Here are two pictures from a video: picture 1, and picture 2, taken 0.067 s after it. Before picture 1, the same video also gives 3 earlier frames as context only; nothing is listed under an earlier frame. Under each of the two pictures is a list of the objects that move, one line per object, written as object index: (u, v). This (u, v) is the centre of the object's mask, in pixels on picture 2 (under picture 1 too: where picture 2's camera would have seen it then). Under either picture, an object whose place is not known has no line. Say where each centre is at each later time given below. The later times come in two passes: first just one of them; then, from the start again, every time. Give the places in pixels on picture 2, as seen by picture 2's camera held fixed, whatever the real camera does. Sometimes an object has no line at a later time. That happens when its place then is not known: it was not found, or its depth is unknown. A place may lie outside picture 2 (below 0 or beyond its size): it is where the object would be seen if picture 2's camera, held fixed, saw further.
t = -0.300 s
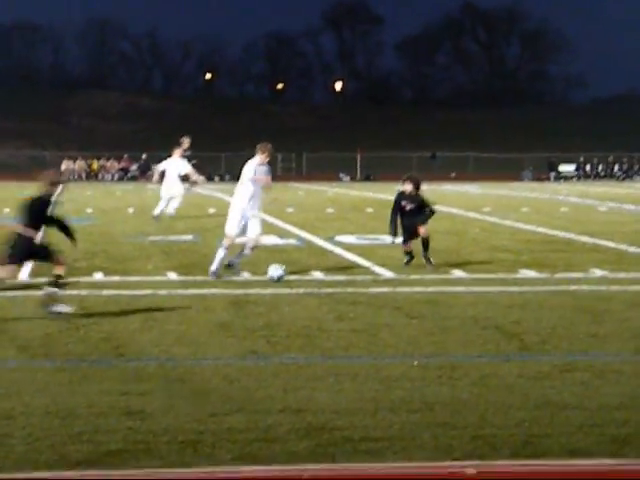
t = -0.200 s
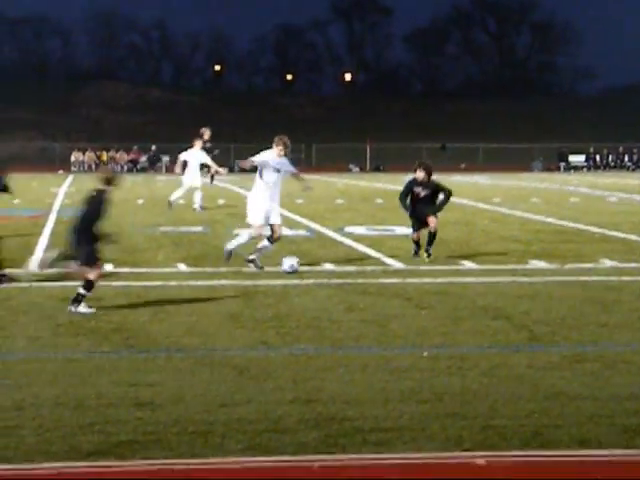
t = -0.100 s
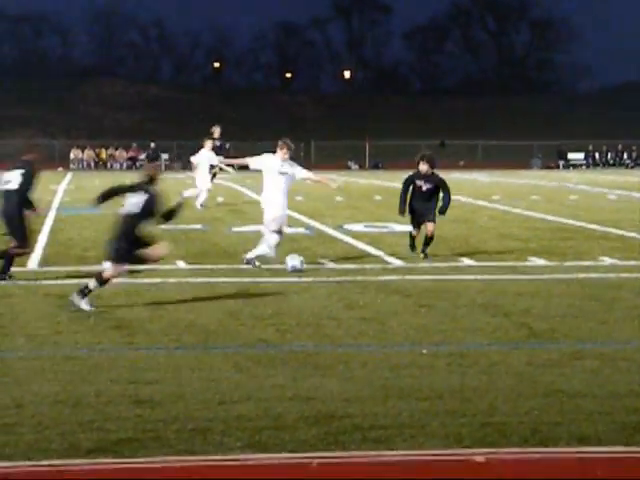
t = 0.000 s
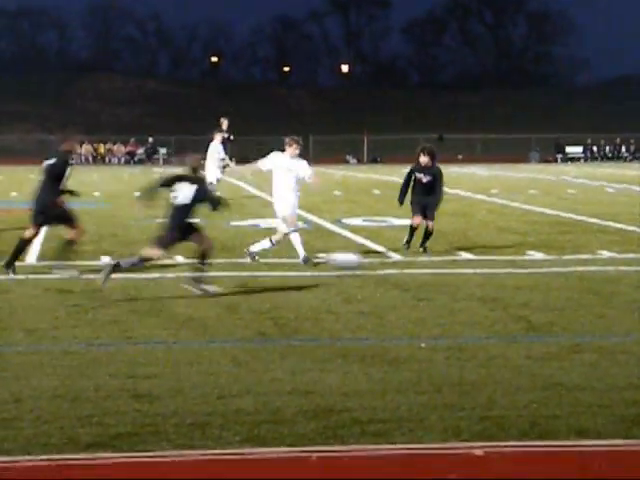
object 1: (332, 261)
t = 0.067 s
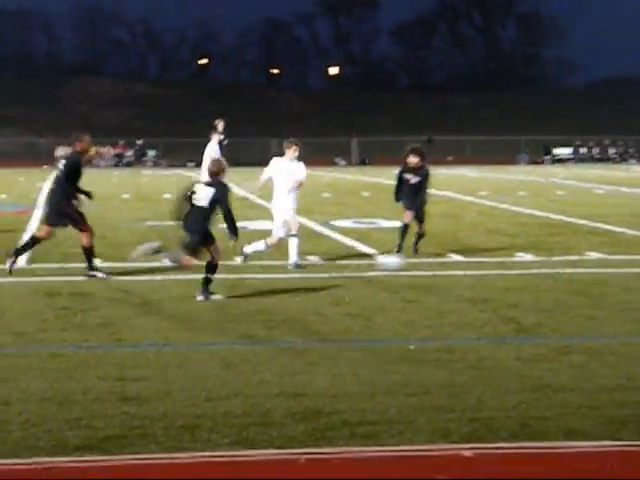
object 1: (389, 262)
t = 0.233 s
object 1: (527, 265)
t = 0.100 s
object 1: (417, 262)
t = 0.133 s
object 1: (444, 262)
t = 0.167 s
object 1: (471, 264)
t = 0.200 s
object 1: (498, 266)
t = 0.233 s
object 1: (527, 265)
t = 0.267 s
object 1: (553, 267)
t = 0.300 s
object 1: (580, 267)
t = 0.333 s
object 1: (608, 268)
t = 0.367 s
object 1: (636, 269)
